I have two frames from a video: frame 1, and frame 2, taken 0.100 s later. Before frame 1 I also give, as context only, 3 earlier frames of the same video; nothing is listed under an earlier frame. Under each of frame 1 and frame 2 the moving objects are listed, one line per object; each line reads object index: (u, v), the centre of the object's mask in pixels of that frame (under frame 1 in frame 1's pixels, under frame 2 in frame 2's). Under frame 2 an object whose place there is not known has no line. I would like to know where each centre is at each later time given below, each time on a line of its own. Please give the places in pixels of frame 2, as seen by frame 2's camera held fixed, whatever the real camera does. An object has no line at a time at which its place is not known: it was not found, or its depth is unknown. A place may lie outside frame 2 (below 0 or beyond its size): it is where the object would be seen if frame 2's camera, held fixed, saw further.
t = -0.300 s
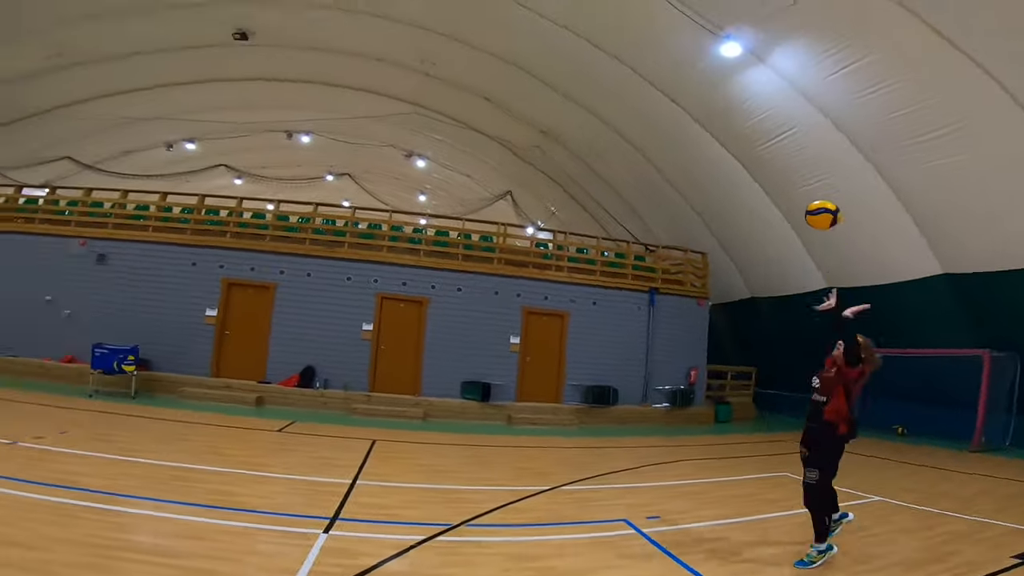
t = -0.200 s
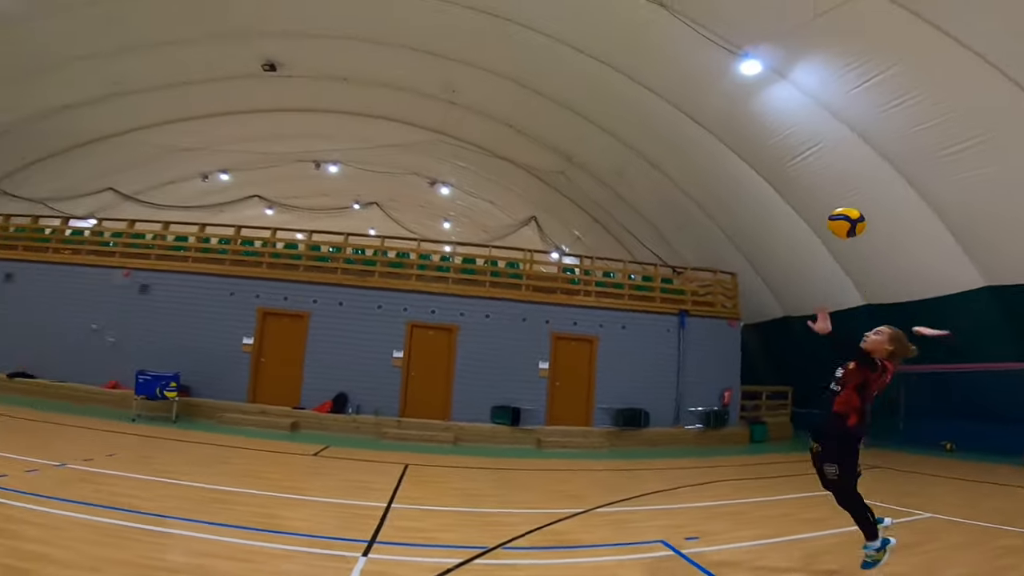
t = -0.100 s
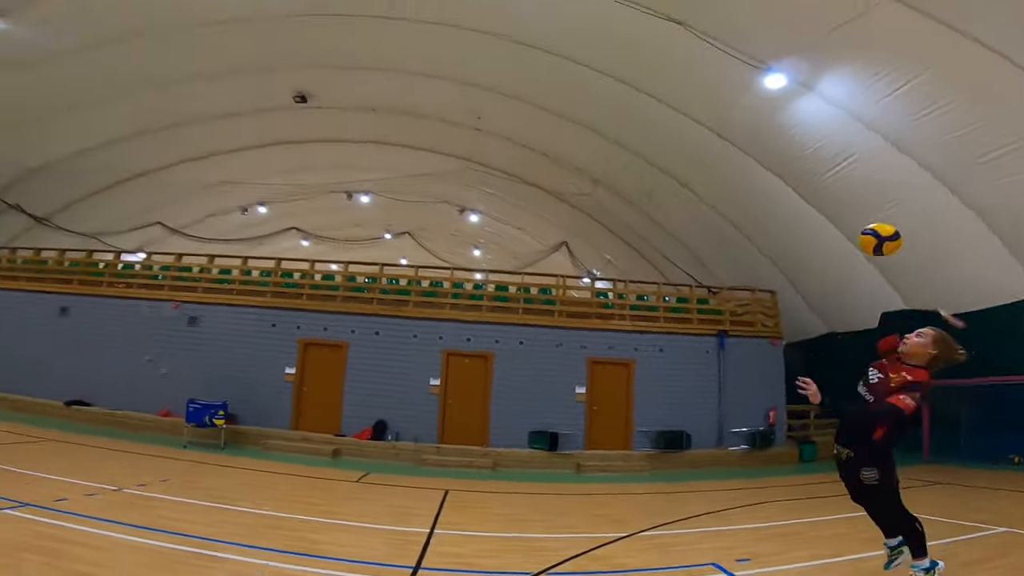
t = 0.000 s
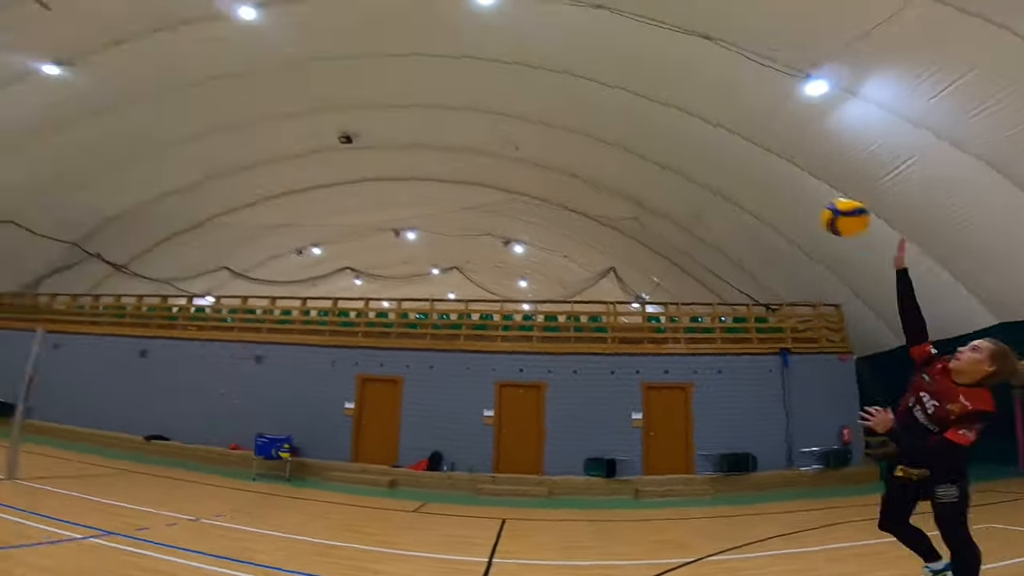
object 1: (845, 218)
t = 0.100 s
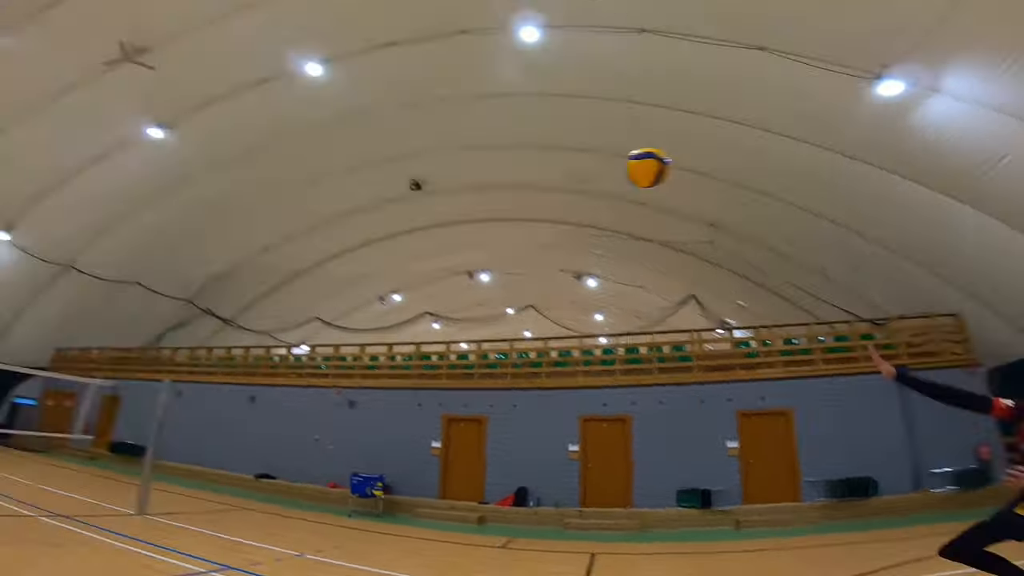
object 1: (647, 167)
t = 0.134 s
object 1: (553, 158)
